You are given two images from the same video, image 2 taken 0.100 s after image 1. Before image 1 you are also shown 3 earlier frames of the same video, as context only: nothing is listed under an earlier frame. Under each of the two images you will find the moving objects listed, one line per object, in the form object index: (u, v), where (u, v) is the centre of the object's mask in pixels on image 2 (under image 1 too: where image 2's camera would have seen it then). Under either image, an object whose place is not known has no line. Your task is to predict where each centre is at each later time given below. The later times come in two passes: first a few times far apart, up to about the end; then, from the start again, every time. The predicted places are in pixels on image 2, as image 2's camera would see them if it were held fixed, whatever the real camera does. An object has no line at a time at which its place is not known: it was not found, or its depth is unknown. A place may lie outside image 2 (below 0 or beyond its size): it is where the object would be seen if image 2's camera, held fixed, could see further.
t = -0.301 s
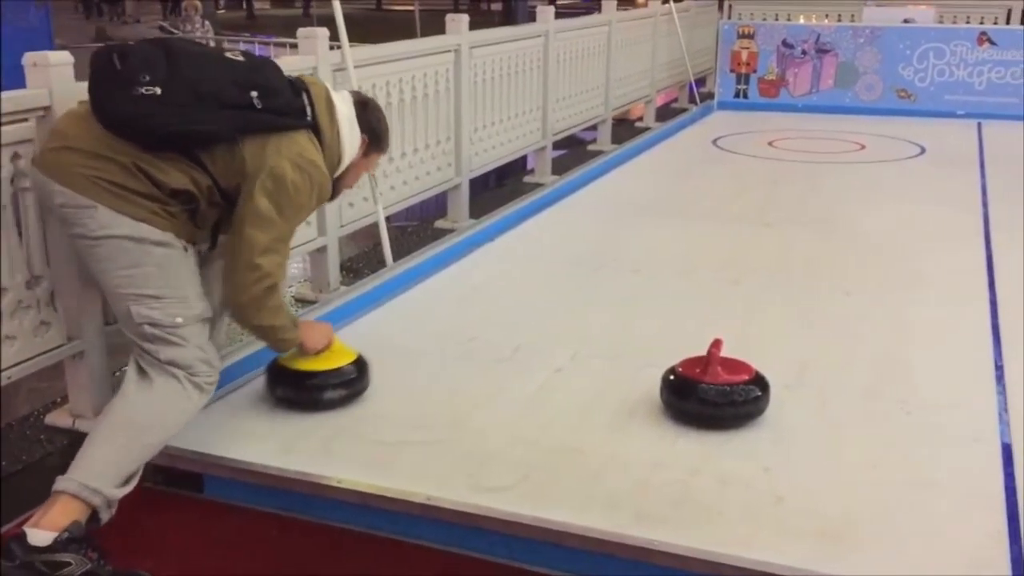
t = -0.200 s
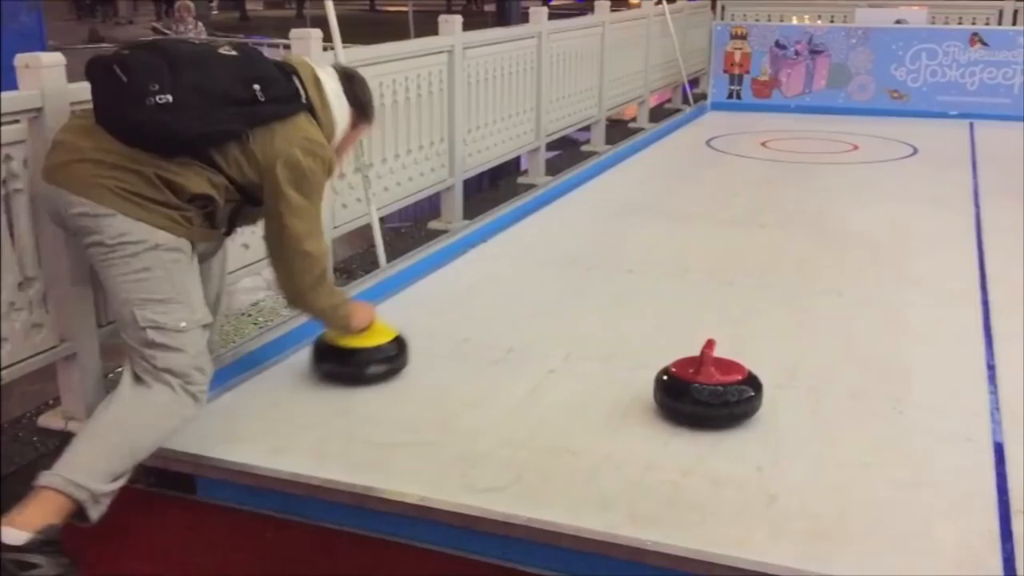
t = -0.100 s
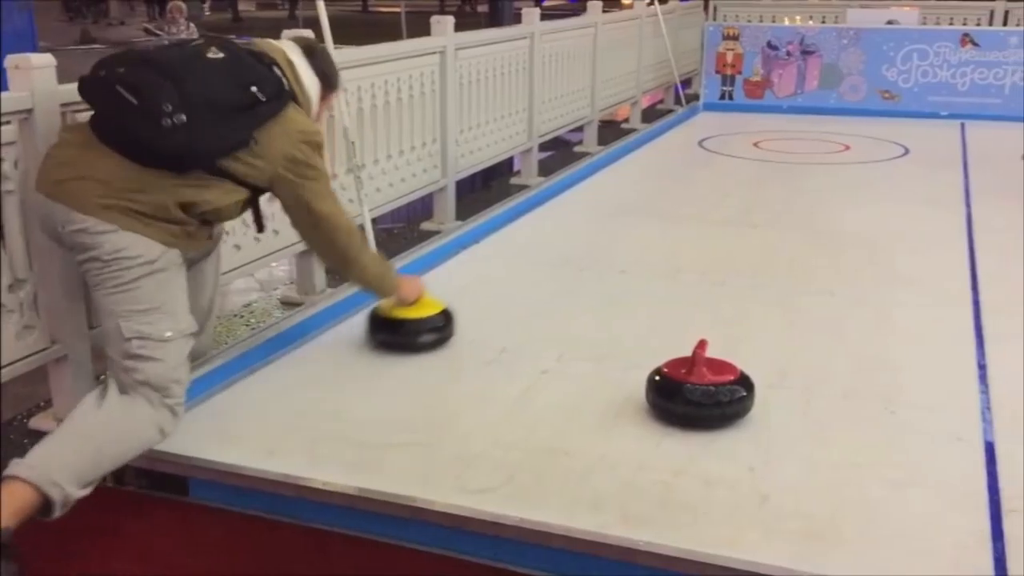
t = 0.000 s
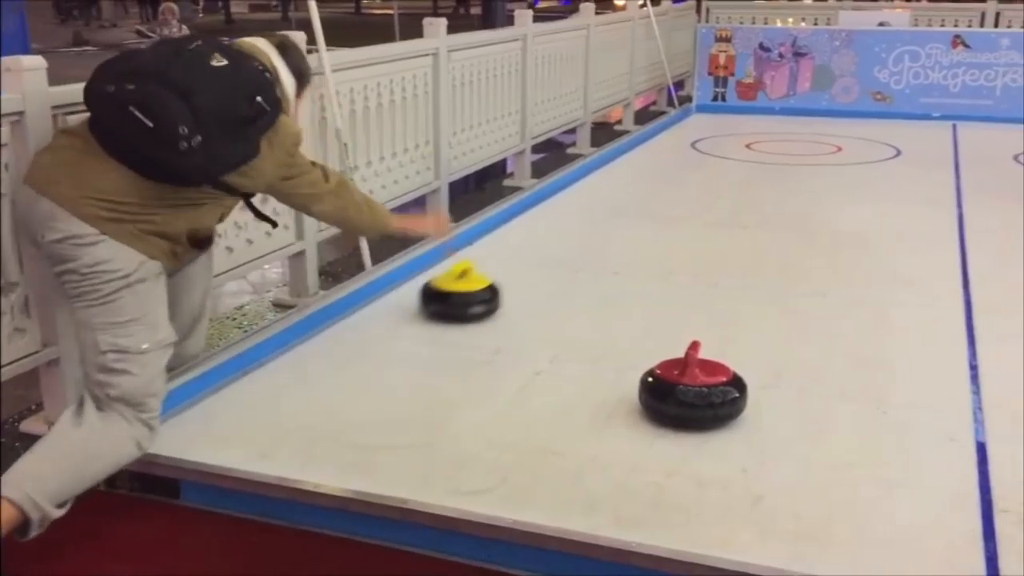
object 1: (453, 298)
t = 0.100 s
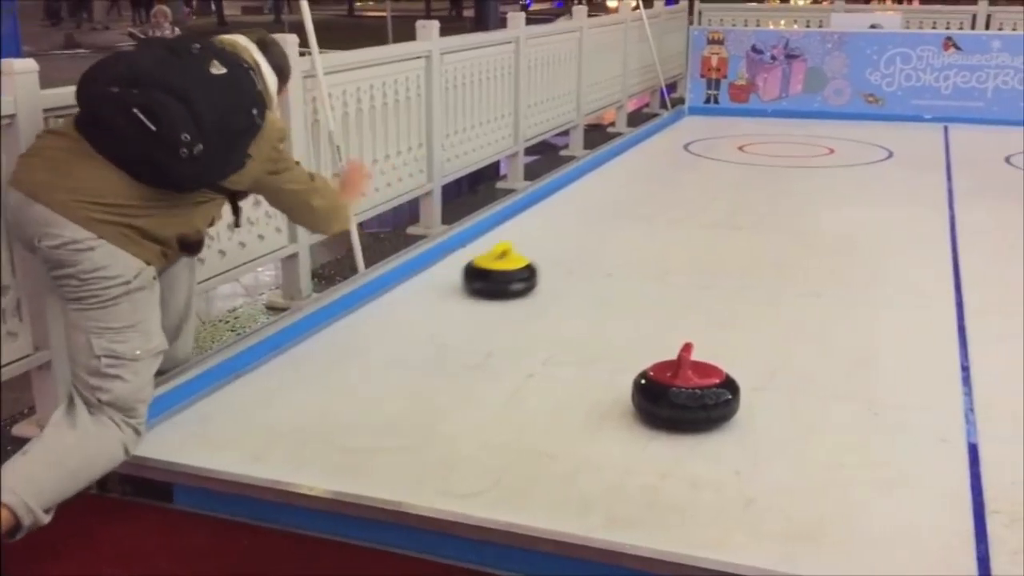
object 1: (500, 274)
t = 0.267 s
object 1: (561, 243)
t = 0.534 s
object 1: (633, 206)
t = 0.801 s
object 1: (681, 181)
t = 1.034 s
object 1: (712, 164)
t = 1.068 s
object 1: (715, 162)
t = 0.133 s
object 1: (513, 267)
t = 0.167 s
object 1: (526, 260)
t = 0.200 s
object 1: (539, 254)
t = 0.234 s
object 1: (550, 248)
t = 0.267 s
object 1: (561, 243)
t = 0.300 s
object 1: (572, 237)
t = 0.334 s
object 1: (582, 233)
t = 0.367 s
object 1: (591, 228)
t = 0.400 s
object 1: (600, 223)
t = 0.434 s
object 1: (609, 218)
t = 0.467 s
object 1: (617, 214)
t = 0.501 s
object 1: (625, 210)
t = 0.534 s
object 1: (633, 206)
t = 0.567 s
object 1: (639, 202)
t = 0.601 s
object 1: (646, 199)
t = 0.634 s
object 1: (653, 196)
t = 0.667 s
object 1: (659, 192)
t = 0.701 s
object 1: (665, 189)
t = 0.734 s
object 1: (671, 186)
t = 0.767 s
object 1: (676, 183)
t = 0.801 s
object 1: (681, 181)
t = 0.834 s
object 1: (686, 178)
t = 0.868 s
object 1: (691, 175)
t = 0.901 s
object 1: (695, 173)
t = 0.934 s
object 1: (700, 171)
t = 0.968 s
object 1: (704, 169)
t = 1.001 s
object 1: (708, 167)
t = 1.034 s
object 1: (712, 164)
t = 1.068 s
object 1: (715, 162)
